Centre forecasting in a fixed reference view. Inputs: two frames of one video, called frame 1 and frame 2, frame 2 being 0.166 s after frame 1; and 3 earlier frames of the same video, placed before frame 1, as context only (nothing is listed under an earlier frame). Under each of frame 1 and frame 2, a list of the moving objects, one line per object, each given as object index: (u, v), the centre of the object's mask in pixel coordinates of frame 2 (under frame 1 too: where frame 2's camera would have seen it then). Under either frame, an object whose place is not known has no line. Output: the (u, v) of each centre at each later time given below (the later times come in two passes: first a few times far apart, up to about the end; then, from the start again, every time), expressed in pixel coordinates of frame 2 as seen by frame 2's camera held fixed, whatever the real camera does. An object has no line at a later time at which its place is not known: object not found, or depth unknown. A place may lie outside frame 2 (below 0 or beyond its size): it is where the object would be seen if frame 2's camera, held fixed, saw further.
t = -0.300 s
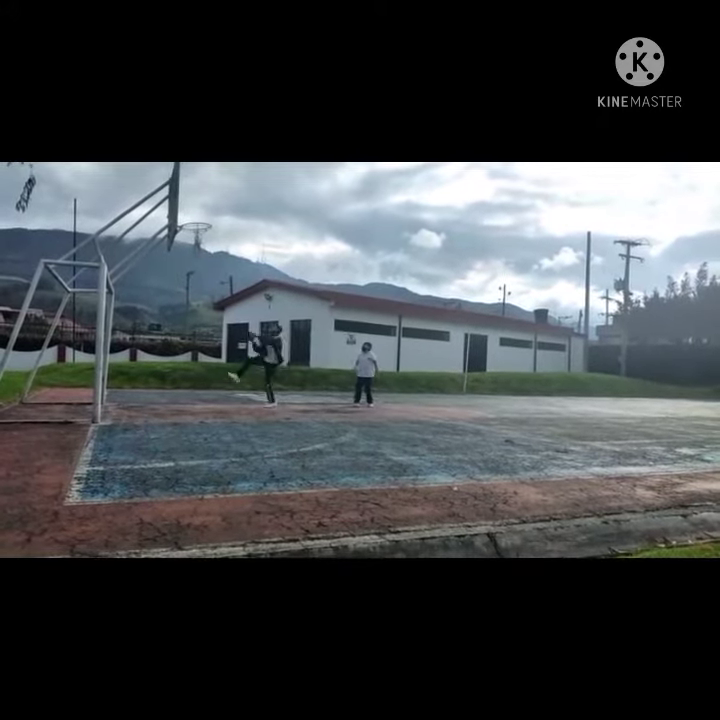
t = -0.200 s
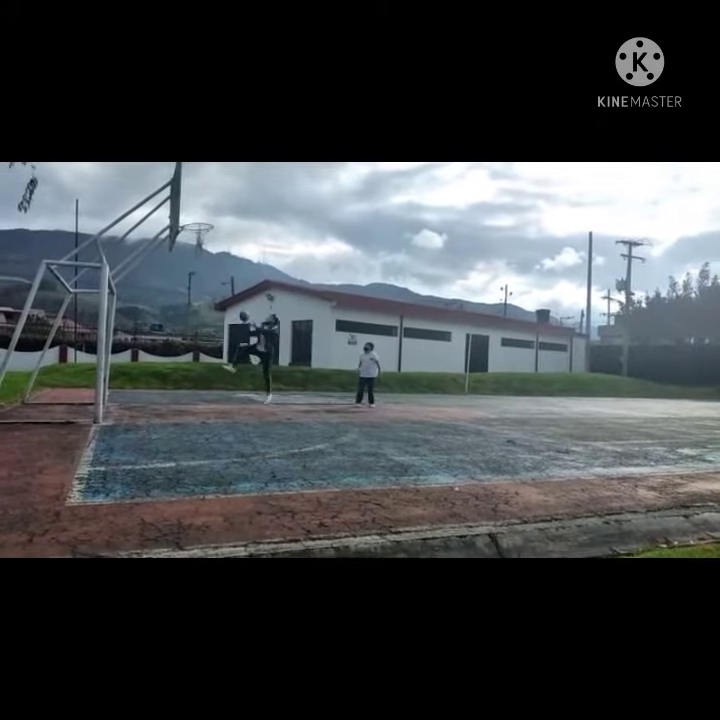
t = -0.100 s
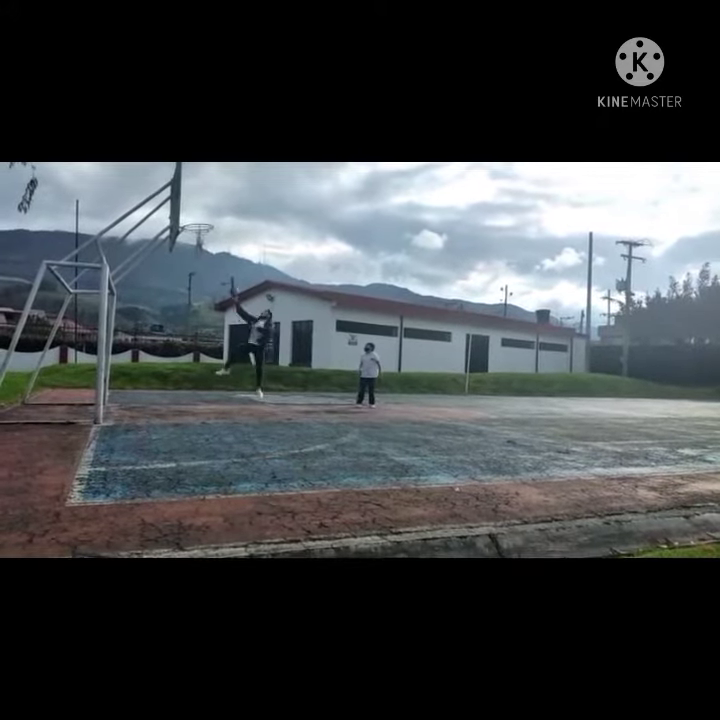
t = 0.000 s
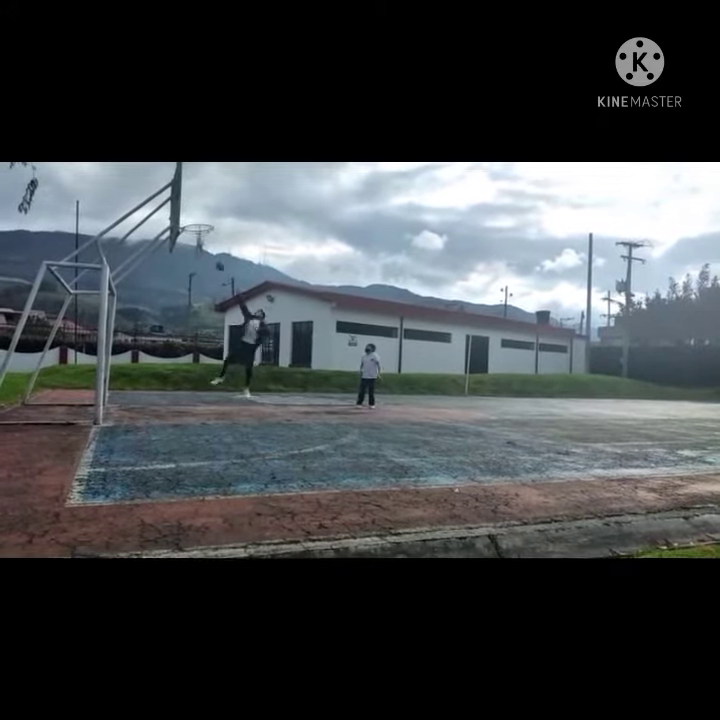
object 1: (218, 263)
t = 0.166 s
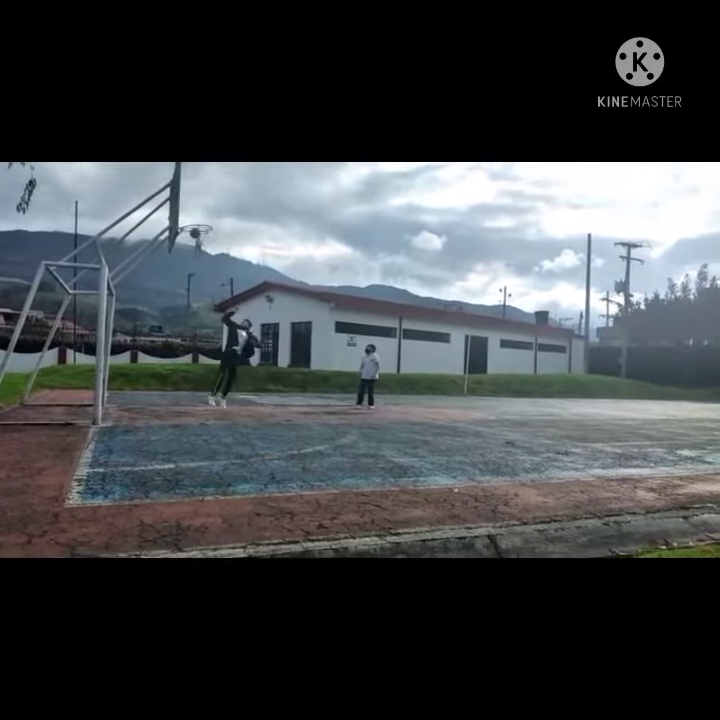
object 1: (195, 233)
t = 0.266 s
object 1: (181, 219)
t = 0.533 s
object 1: (196, 224)
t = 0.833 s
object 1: (201, 235)
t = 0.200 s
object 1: (189, 228)
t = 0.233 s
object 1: (184, 223)
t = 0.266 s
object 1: (181, 219)
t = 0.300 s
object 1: (181, 218)
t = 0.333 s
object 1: (182, 217)
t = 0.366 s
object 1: (184, 217)
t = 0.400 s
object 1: (187, 218)
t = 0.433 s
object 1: (190, 220)
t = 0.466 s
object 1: (192, 222)
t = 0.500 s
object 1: (195, 225)
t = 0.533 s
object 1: (196, 224)
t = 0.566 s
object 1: (197, 222)
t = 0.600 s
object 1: (197, 222)
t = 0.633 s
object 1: (198, 222)
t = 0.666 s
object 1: (198, 222)
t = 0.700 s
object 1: (199, 223)
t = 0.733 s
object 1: (199, 225)
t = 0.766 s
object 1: (200, 228)
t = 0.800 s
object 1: (200, 231)
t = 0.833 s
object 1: (201, 235)
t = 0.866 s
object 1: (201, 240)
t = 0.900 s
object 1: (201, 244)
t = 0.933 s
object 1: (202, 248)
